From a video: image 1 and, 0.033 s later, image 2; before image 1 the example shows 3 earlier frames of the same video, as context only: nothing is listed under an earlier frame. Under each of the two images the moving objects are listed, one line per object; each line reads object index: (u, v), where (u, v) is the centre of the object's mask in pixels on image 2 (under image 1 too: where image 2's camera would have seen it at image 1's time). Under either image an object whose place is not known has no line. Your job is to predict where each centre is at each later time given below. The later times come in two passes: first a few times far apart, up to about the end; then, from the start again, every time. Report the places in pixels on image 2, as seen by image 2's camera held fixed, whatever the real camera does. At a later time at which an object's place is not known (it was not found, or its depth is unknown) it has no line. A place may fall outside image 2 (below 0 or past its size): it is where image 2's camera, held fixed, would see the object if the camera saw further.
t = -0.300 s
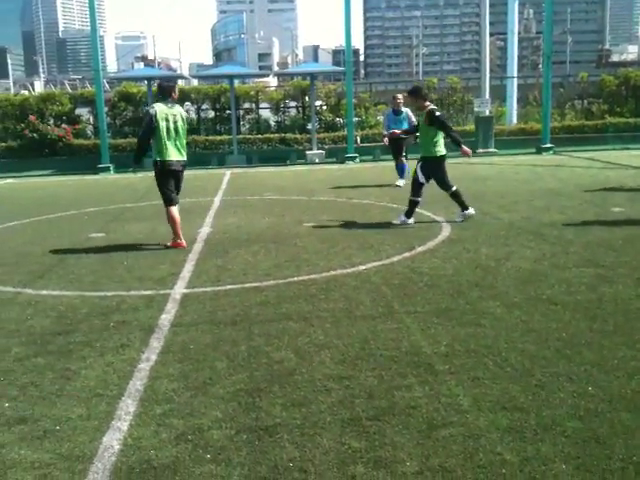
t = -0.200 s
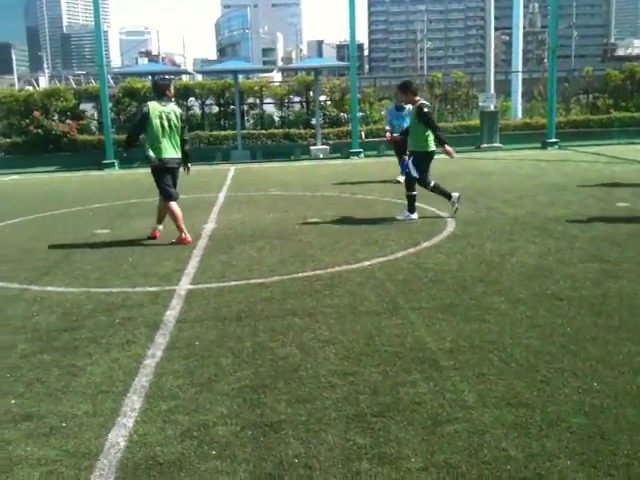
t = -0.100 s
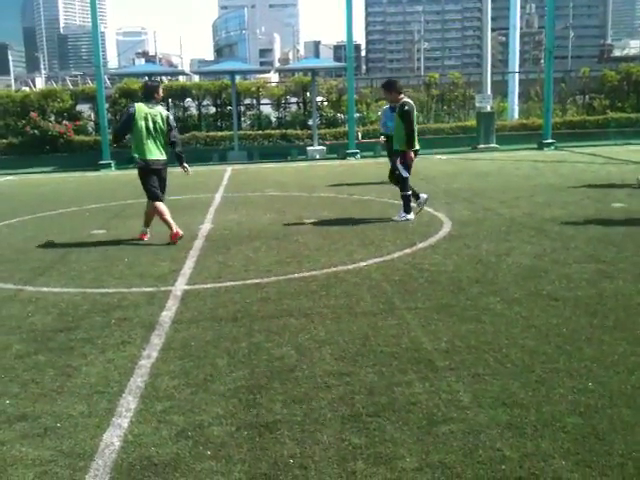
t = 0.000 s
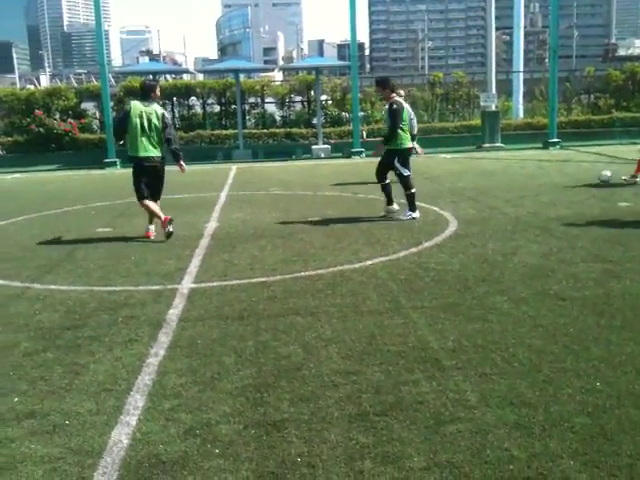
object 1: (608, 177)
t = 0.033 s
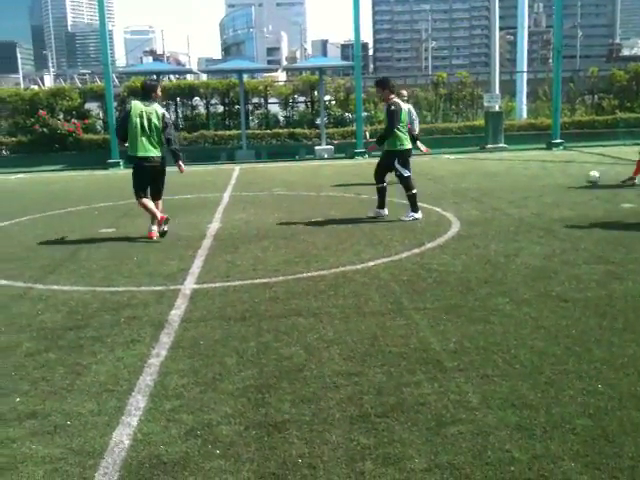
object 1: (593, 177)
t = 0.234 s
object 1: (516, 178)
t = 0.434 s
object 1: (462, 177)
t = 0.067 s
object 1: (578, 178)
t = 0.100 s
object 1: (563, 179)
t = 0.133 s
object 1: (549, 180)
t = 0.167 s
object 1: (537, 180)
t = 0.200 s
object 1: (526, 178)
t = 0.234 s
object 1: (516, 178)
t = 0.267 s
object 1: (505, 178)
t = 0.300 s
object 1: (495, 178)
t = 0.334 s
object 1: (485, 179)
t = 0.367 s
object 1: (477, 178)
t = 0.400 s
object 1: (470, 177)
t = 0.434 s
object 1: (462, 177)
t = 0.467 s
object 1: (454, 178)
